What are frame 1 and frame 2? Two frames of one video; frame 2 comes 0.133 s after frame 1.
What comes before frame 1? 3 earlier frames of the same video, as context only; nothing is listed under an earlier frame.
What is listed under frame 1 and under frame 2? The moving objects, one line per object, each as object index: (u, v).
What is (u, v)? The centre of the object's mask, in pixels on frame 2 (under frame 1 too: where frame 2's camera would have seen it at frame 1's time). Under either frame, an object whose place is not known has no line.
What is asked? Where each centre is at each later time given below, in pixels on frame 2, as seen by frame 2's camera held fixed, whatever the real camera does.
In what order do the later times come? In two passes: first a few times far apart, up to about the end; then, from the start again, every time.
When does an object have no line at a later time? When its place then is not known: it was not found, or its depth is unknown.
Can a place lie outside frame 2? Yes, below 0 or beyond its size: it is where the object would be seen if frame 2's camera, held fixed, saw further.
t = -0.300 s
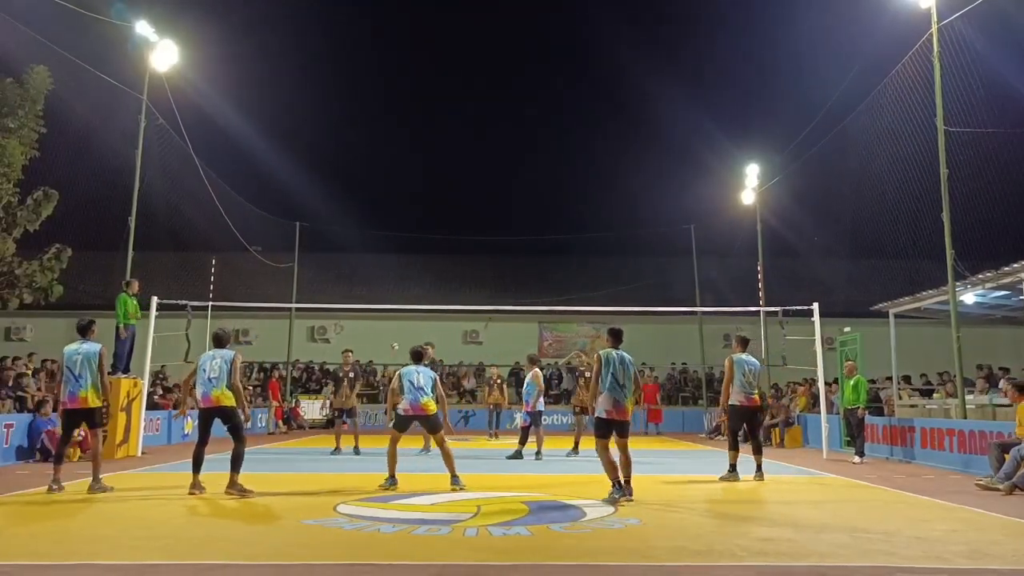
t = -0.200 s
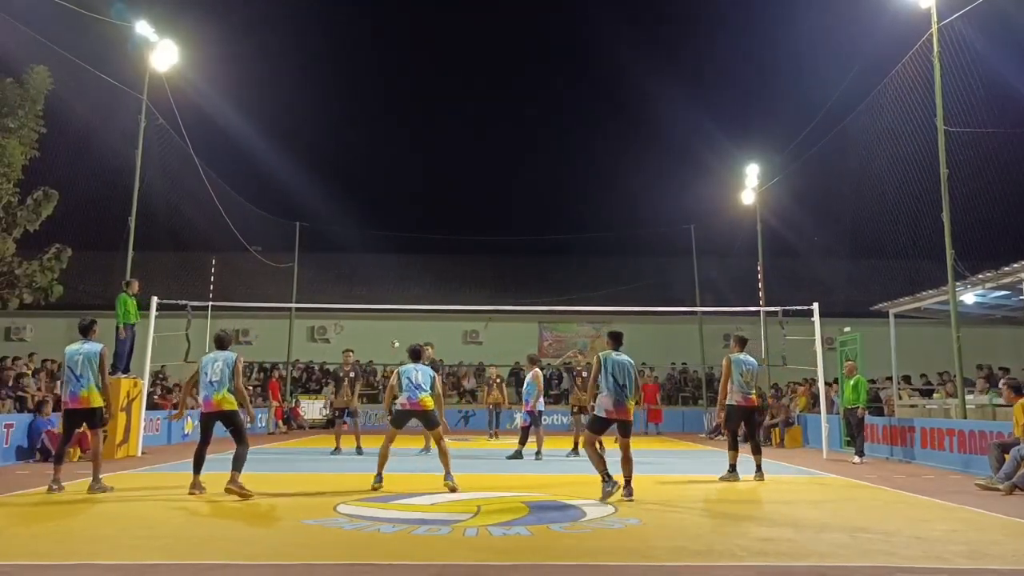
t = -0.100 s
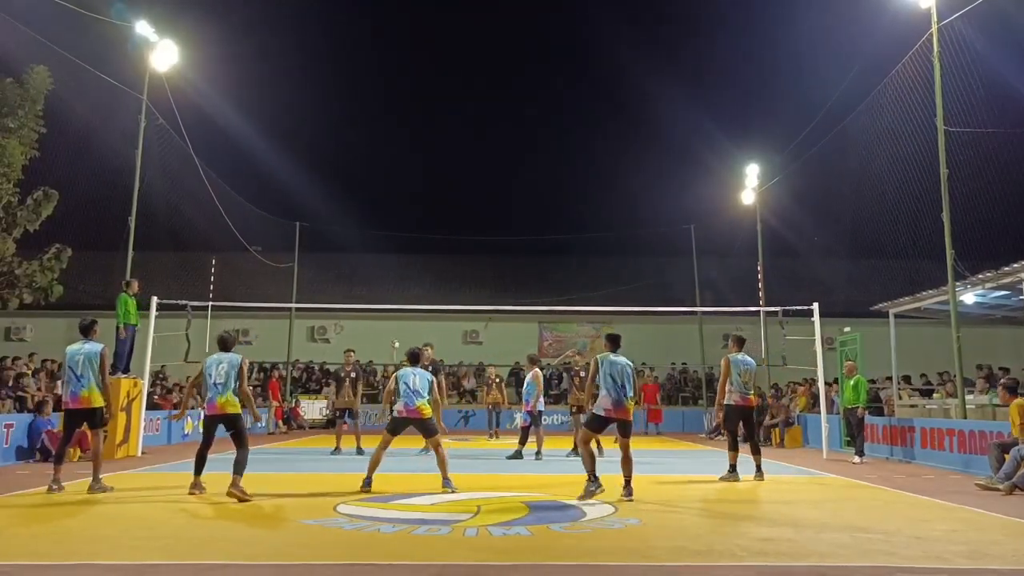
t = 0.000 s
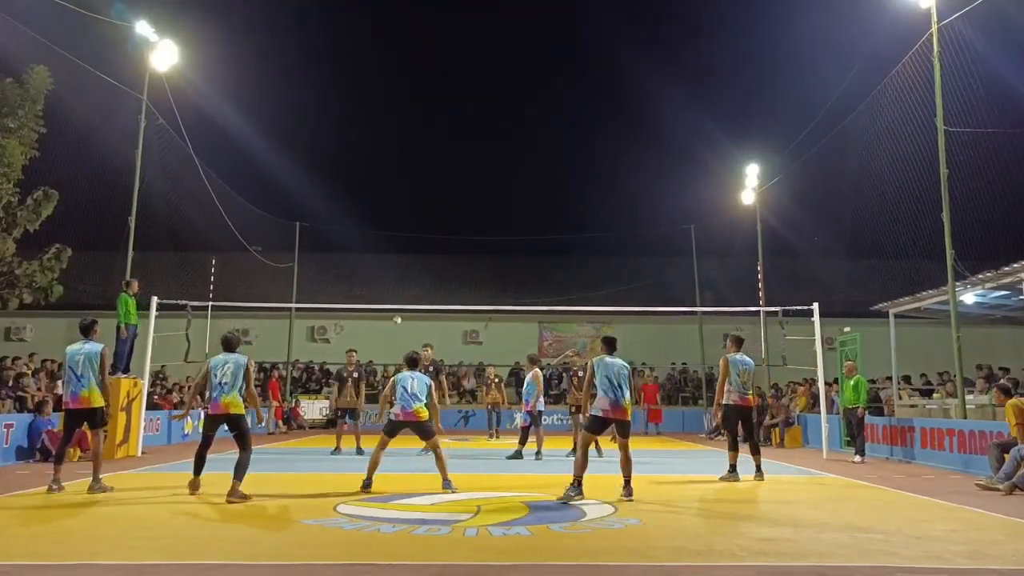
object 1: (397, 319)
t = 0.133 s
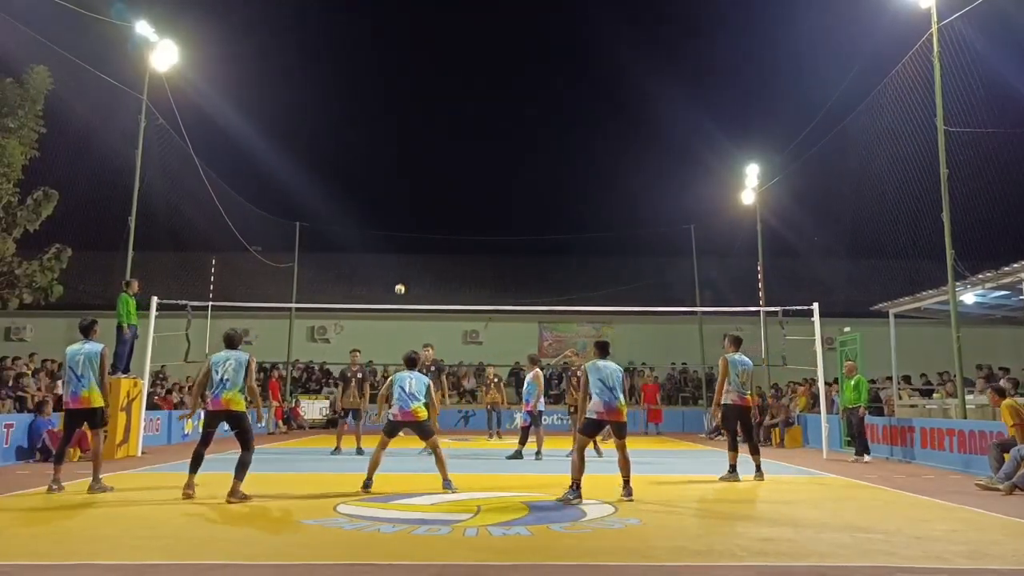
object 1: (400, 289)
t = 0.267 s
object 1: (403, 260)
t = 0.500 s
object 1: (411, 218)
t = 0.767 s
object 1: (423, 191)
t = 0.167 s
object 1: (401, 281)
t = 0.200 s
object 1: (401, 274)
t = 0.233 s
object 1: (402, 267)
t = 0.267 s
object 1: (403, 260)
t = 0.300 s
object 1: (404, 253)
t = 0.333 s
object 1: (405, 247)
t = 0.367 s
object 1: (406, 241)
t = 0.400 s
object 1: (407, 235)
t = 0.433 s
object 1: (409, 229)
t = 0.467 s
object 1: (410, 224)
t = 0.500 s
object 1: (411, 218)
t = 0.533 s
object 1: (413, 213)
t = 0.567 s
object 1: (414, 209)
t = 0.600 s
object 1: (416, 205)
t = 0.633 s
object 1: (417, 201)
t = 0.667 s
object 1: (418, 198)
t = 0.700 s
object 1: (420, 195)
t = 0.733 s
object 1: (421, 193)
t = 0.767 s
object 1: (423, 191)
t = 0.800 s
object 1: (424, 189)
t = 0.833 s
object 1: (425, 188)
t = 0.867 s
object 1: (427, 188)
